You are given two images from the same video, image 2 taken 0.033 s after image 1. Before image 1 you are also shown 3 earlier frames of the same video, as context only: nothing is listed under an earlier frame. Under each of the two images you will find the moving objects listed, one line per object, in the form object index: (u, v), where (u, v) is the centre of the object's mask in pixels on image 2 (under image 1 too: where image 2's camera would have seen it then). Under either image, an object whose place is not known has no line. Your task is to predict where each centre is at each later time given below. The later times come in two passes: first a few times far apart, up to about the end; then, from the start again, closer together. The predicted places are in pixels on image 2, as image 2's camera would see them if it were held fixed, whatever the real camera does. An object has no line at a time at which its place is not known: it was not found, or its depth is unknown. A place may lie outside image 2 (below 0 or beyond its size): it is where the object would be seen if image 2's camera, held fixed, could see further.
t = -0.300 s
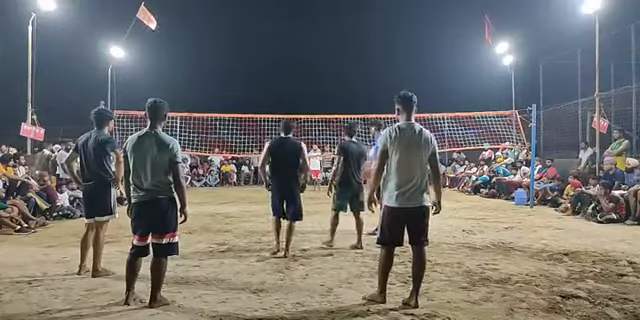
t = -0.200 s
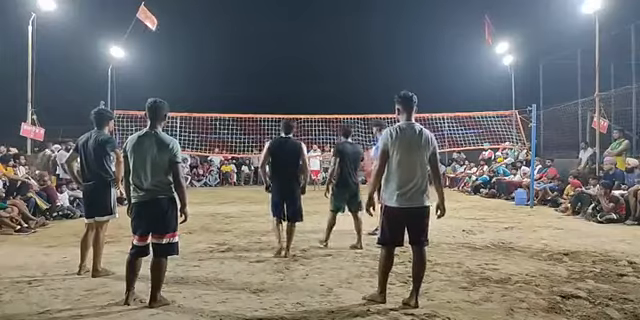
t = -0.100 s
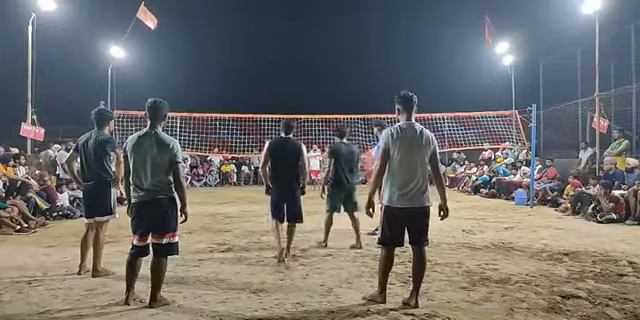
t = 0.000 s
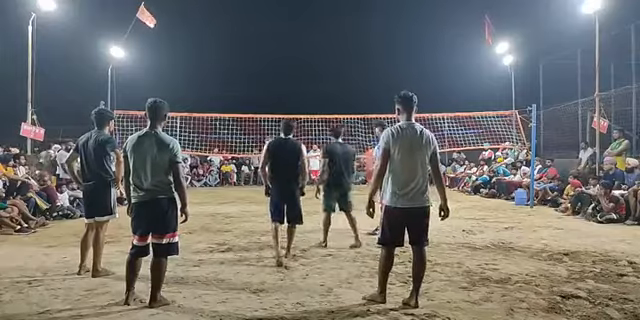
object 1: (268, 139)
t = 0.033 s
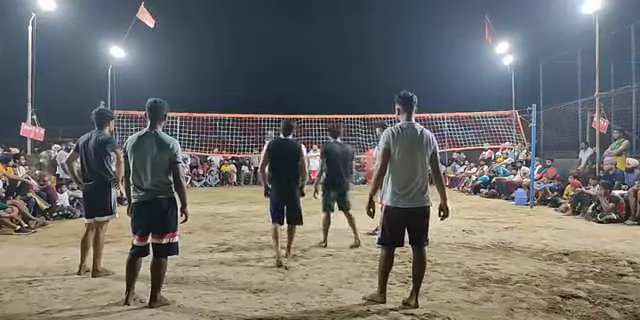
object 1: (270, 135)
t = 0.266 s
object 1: (276, 93)
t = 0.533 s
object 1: (284, 68)
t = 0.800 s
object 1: (294, 73)
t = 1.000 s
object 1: (305, 107)
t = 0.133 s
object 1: (273, 112)
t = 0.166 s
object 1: (273, 109)
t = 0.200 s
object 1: (274, 103)
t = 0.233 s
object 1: (275, 98)
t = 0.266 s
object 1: (276, 93)
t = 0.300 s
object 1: (277, 89)
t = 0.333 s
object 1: (278, 85)
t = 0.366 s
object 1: (279, 81)
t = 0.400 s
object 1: (280, 78)
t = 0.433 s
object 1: (280, 74)
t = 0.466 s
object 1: (281, 72)
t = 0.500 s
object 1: (283, 69)
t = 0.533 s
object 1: (284, 68)
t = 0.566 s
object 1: (285, 67)
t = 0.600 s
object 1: (286, 66)
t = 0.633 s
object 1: (288, 65)
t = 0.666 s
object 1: (289, 66)
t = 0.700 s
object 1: (290, 66)
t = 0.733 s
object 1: (291, 68)
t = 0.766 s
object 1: (293, 70)
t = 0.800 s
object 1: (294, 73)
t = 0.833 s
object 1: (296, 76)
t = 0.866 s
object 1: (298, 81)
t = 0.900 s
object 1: (299, 86)
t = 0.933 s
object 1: (301, 93)
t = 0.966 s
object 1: (303, 99)
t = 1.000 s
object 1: (305, 107)
